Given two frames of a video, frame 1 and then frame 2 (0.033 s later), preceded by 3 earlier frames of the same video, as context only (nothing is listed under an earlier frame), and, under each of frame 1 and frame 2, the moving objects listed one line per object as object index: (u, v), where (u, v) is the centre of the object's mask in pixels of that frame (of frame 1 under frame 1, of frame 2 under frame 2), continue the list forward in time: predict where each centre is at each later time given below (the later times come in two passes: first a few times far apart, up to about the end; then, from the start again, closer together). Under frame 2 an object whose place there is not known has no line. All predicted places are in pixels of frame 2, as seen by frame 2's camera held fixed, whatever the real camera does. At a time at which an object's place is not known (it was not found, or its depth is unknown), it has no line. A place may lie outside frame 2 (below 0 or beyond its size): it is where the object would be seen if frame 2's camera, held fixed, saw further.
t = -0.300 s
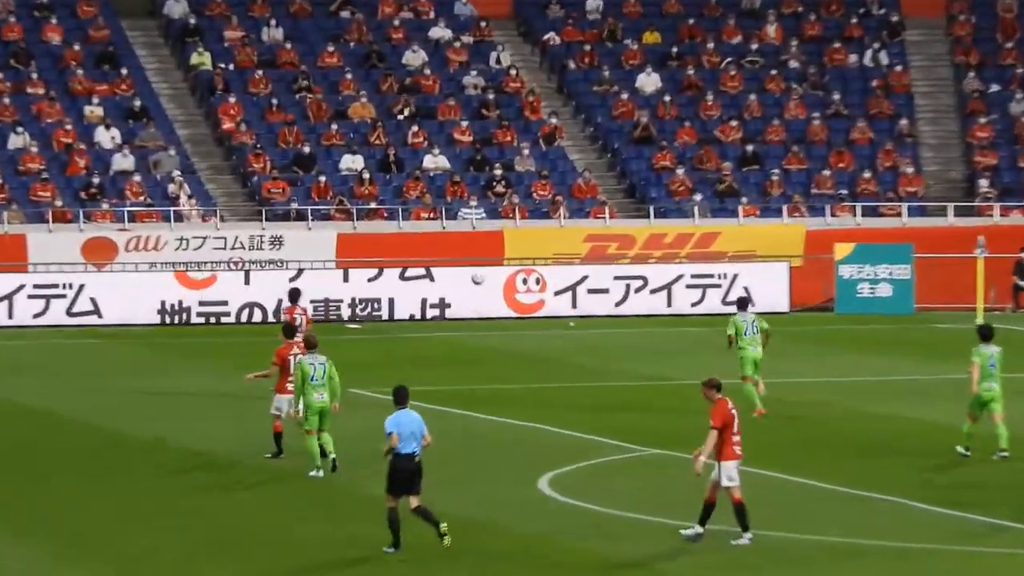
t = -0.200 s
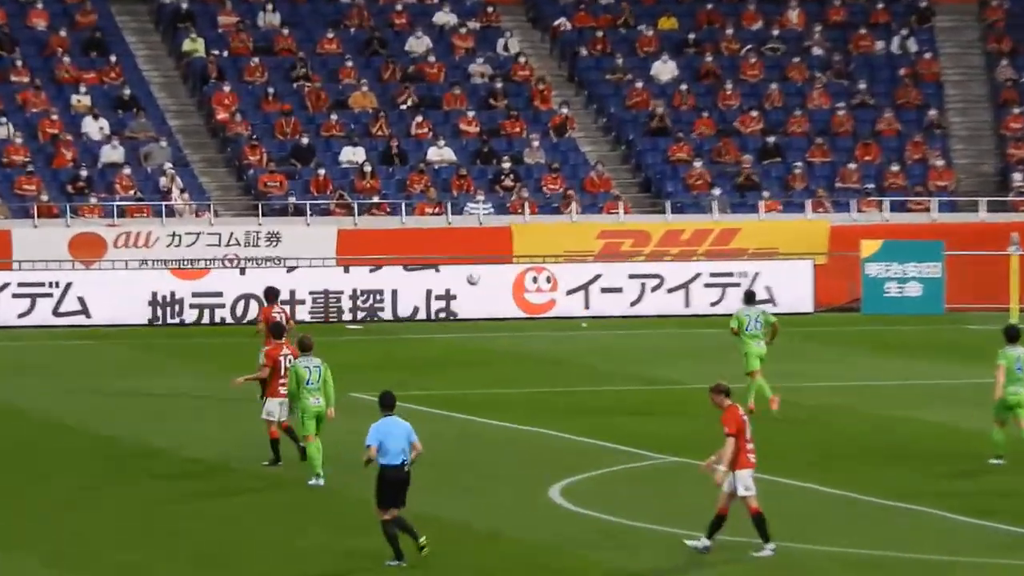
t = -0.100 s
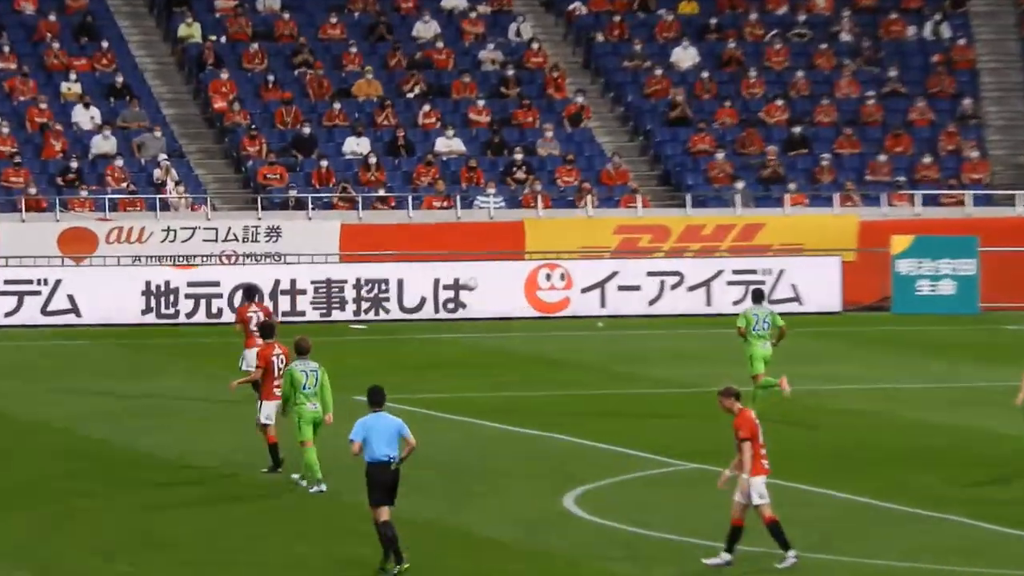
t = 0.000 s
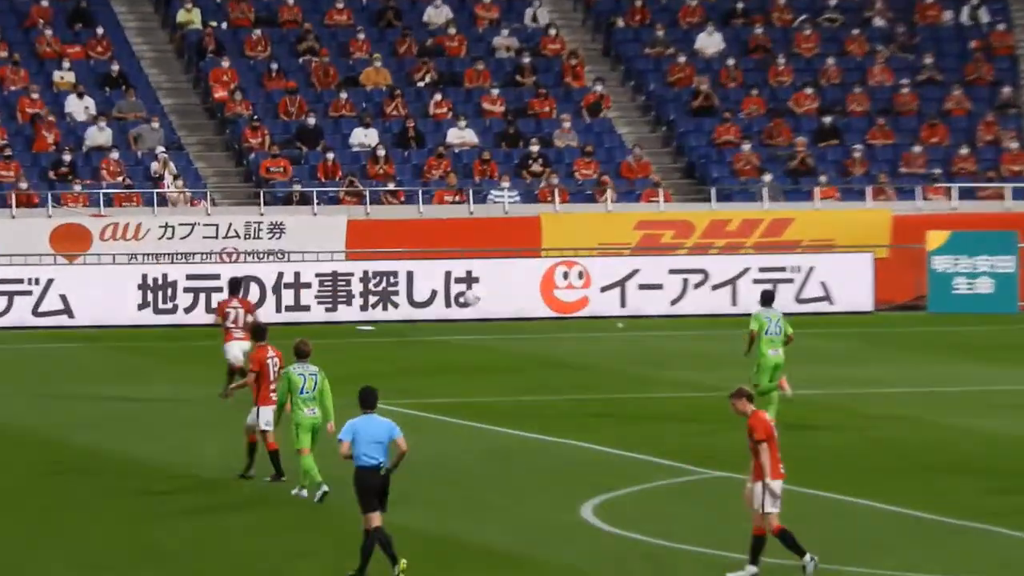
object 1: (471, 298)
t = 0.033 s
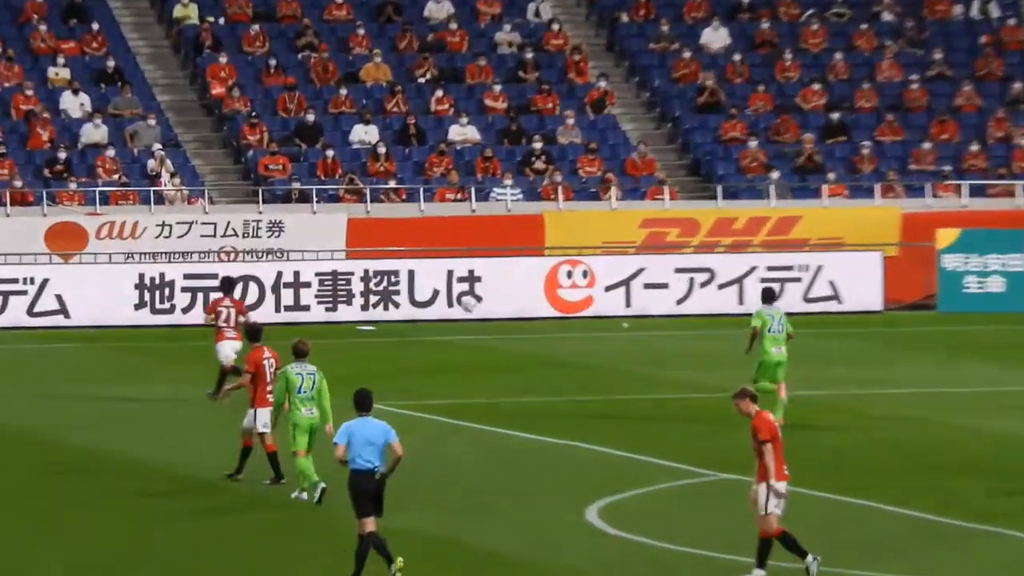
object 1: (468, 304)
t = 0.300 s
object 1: (431, 340)
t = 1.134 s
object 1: (286, 340)
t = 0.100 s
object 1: (461, 322)
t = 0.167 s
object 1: (453, 339)
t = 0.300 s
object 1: (431, 340)
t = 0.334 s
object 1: (426, 334)
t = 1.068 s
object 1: (298, 338)
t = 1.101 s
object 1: (292, 340)
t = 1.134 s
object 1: (286, 340)
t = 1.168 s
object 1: (279, 338)
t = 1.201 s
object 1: (272, 336)
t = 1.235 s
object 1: (266, 336)
